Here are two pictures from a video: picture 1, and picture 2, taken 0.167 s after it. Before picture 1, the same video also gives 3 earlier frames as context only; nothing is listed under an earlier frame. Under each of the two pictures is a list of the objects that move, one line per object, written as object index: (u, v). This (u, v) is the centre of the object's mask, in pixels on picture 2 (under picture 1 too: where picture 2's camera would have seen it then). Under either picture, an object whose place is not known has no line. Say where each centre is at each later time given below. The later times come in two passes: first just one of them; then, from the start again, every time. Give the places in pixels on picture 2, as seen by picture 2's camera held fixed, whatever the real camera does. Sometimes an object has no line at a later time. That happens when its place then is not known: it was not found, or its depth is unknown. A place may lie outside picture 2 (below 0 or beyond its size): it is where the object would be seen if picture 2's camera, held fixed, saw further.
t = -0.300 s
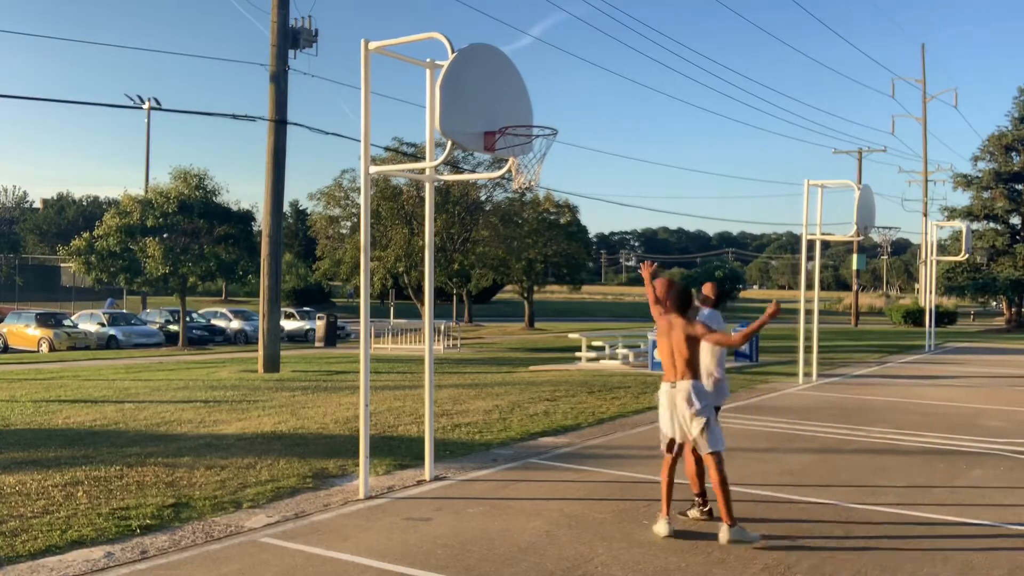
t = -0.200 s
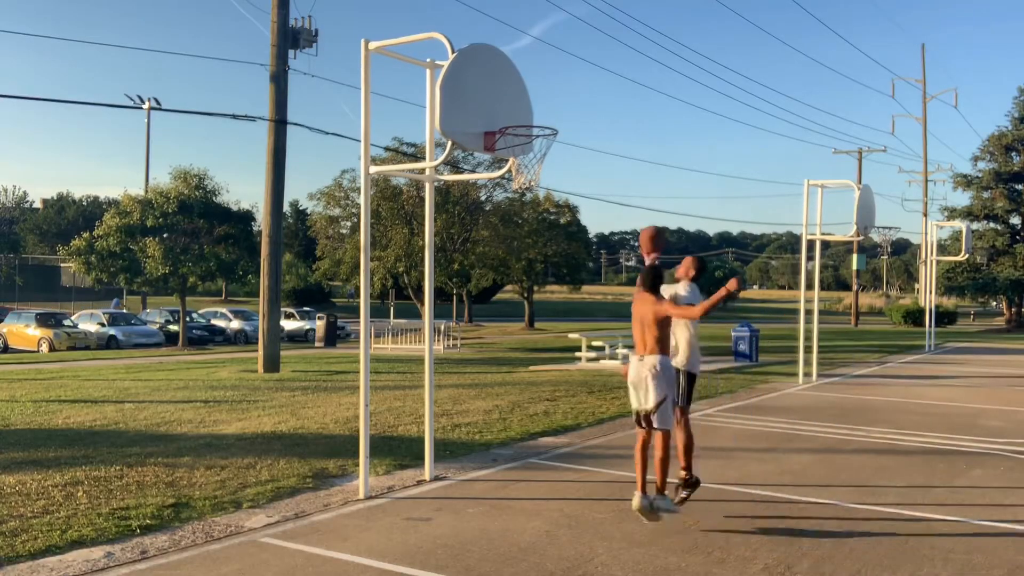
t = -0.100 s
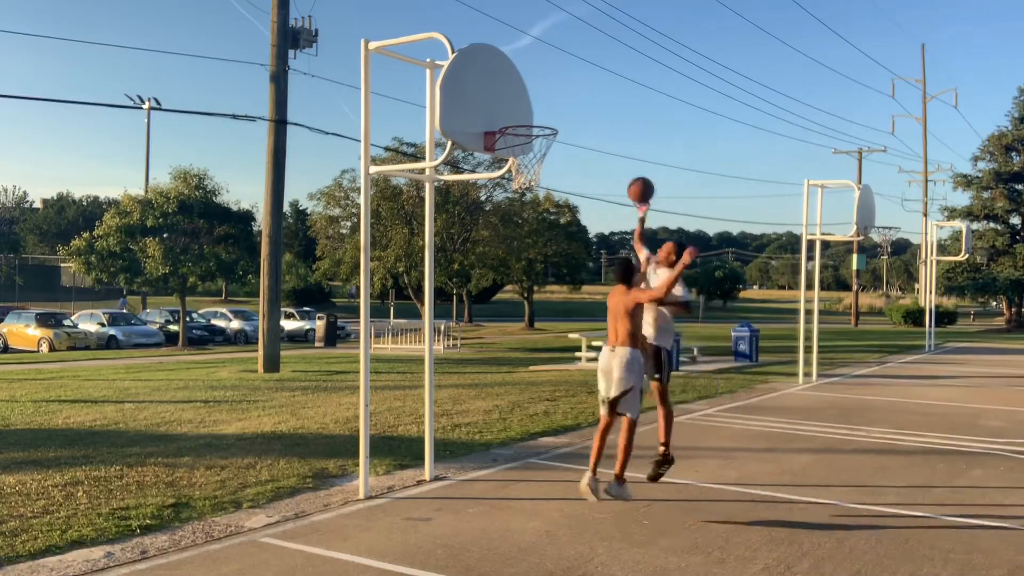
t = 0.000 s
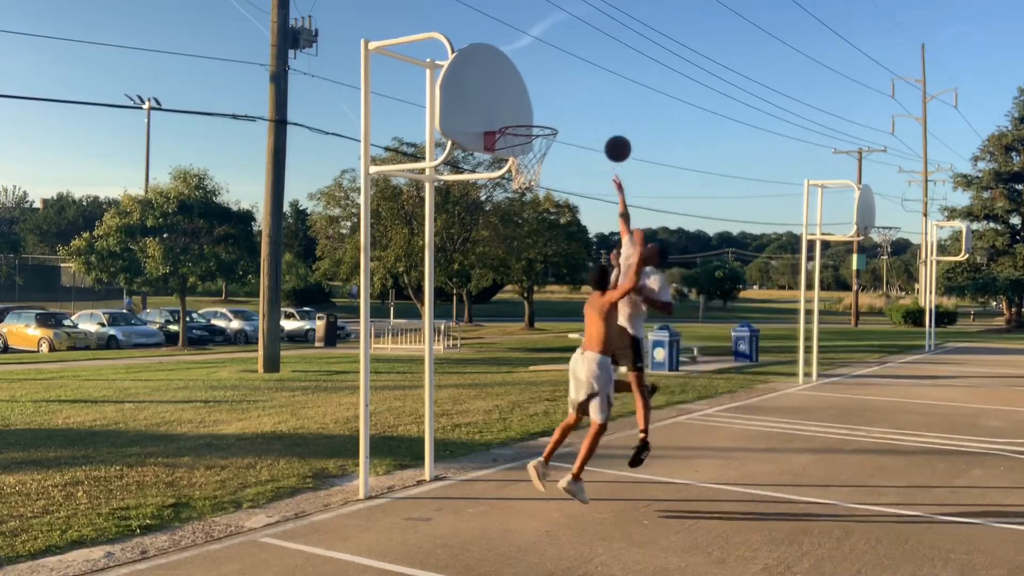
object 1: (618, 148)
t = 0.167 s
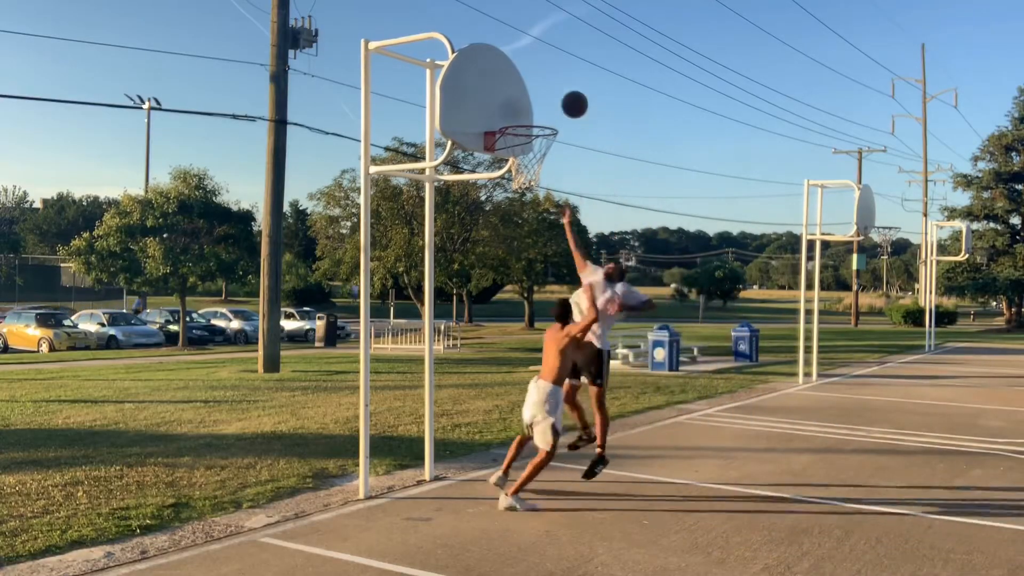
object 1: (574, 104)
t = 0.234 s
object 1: (557, 95)
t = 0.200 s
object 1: (566, 99)
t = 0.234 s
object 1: (557, 95)
